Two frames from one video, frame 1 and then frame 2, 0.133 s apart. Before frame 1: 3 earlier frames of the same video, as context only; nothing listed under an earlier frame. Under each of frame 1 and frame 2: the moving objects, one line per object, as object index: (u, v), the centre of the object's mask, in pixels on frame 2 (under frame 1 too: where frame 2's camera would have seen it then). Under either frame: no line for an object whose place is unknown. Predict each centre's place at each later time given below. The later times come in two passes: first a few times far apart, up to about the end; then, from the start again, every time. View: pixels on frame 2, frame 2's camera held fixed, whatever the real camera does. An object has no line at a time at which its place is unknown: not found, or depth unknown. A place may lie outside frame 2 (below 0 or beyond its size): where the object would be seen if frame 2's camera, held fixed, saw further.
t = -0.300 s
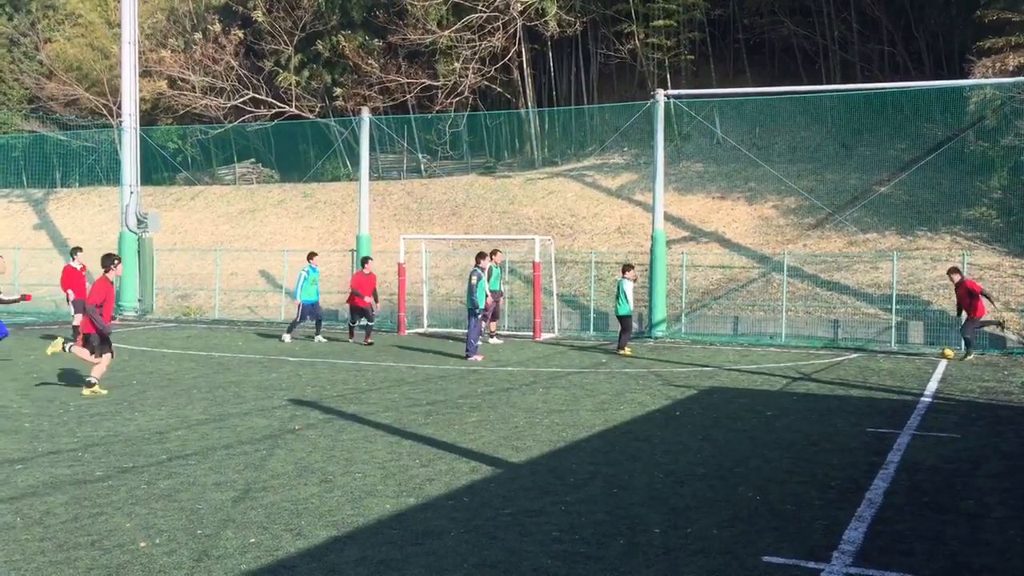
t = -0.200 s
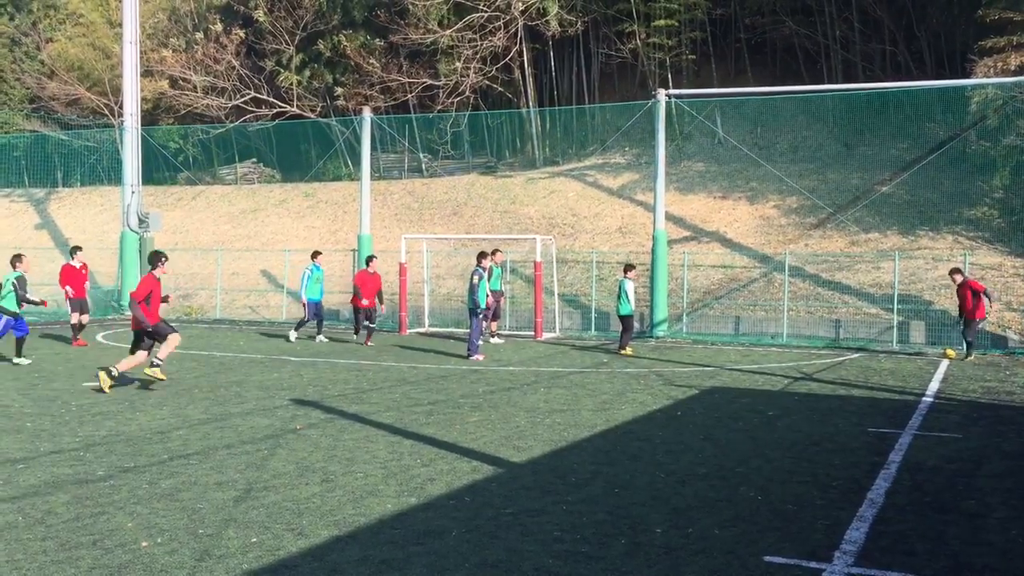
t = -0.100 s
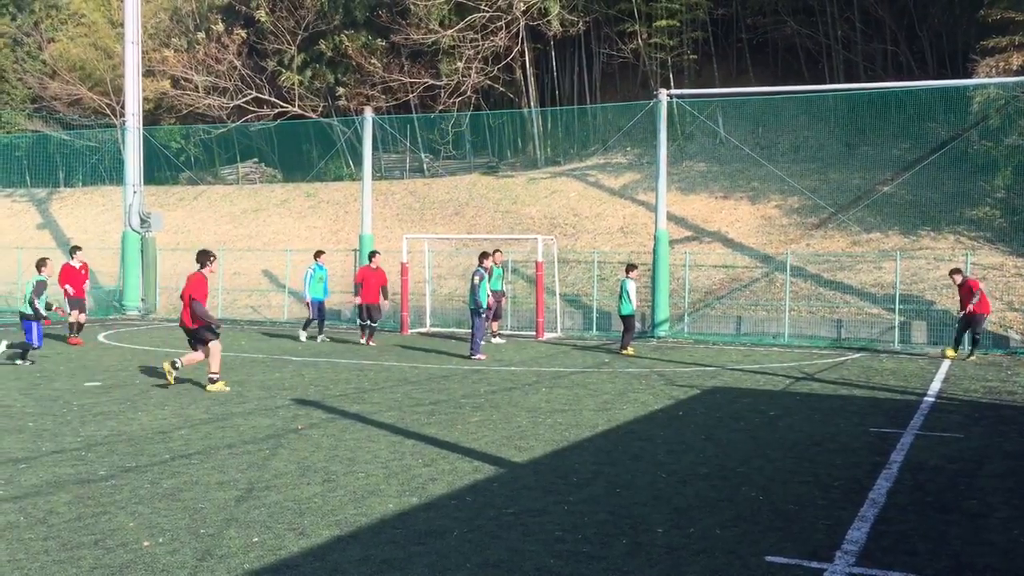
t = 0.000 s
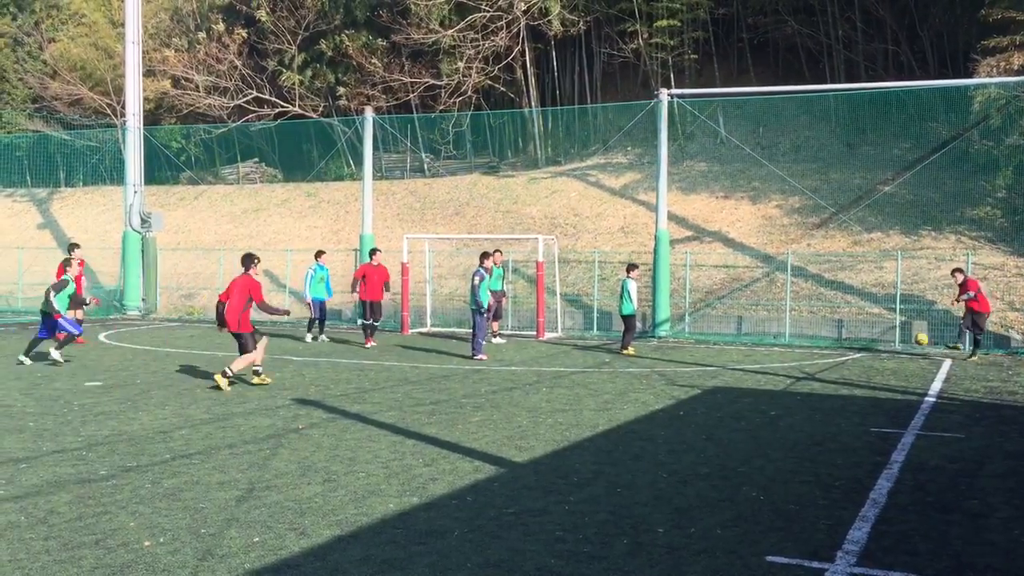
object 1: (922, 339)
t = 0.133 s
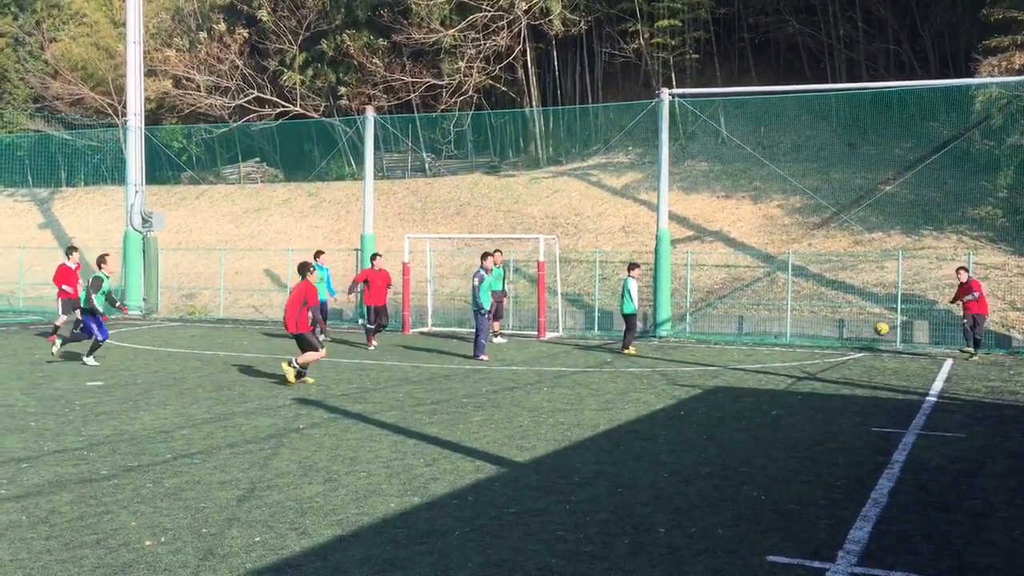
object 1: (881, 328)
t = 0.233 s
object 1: (848, 330)
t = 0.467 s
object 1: (756, 365)
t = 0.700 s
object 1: (662, 372)
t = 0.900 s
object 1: (571, 398)
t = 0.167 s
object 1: (870, 328)
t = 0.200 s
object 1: (859, 328)
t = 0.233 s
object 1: (848, 330)
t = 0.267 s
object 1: (836, 332)
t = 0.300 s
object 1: (823, 335)
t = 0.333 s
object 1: (810, 339)
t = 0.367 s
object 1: (797, 344)
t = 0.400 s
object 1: (784, 349)
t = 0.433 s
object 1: (770, 357)
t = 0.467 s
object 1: (756, 365)
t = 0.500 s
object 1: (741, 375)
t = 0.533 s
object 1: (727, 381)
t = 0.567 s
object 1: (715, 377)
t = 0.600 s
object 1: (702, 375)
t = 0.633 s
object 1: (689, 373)
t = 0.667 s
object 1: (676, 372)
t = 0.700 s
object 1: (662, 372)
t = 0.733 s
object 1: (648, 373)
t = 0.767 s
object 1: (633, 376)
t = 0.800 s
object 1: (618, 379)
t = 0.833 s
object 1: (603, 384)
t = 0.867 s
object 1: (588, 390)
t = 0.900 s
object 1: (571, 398)
